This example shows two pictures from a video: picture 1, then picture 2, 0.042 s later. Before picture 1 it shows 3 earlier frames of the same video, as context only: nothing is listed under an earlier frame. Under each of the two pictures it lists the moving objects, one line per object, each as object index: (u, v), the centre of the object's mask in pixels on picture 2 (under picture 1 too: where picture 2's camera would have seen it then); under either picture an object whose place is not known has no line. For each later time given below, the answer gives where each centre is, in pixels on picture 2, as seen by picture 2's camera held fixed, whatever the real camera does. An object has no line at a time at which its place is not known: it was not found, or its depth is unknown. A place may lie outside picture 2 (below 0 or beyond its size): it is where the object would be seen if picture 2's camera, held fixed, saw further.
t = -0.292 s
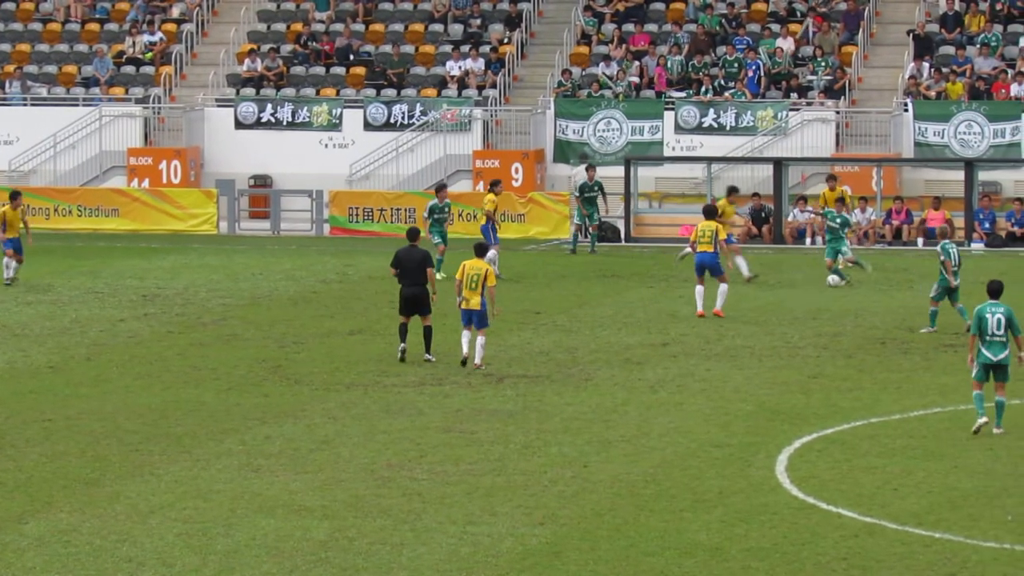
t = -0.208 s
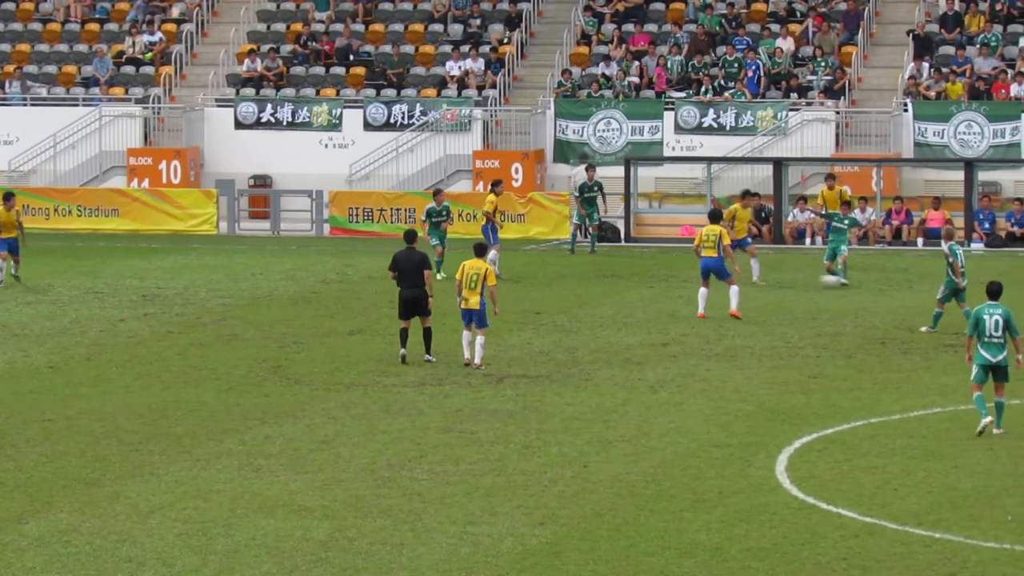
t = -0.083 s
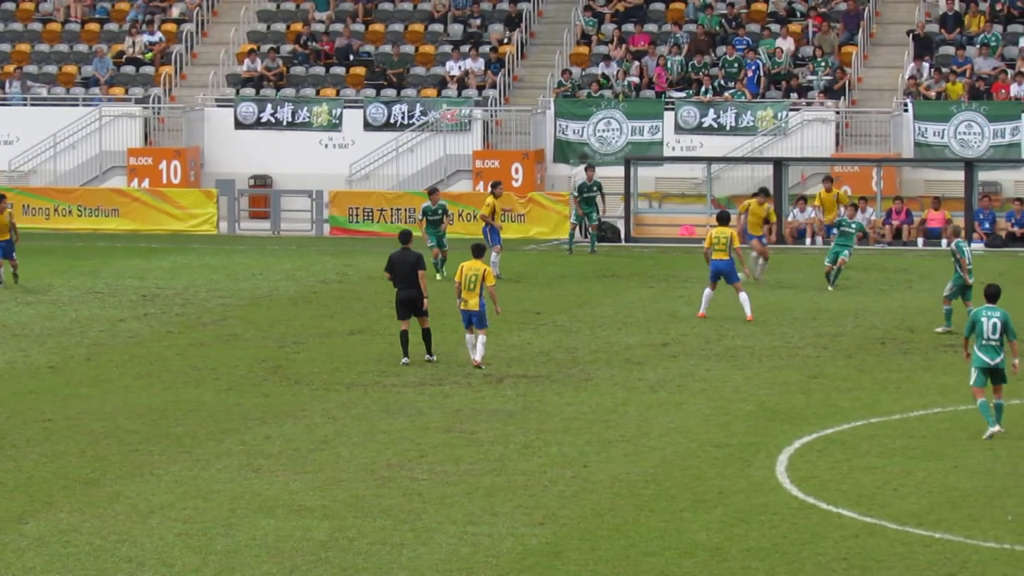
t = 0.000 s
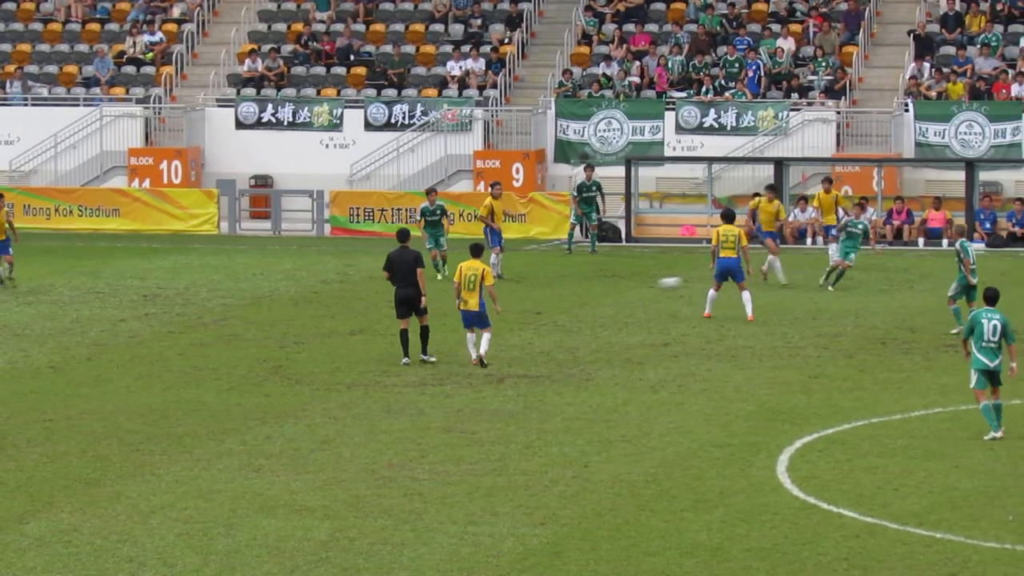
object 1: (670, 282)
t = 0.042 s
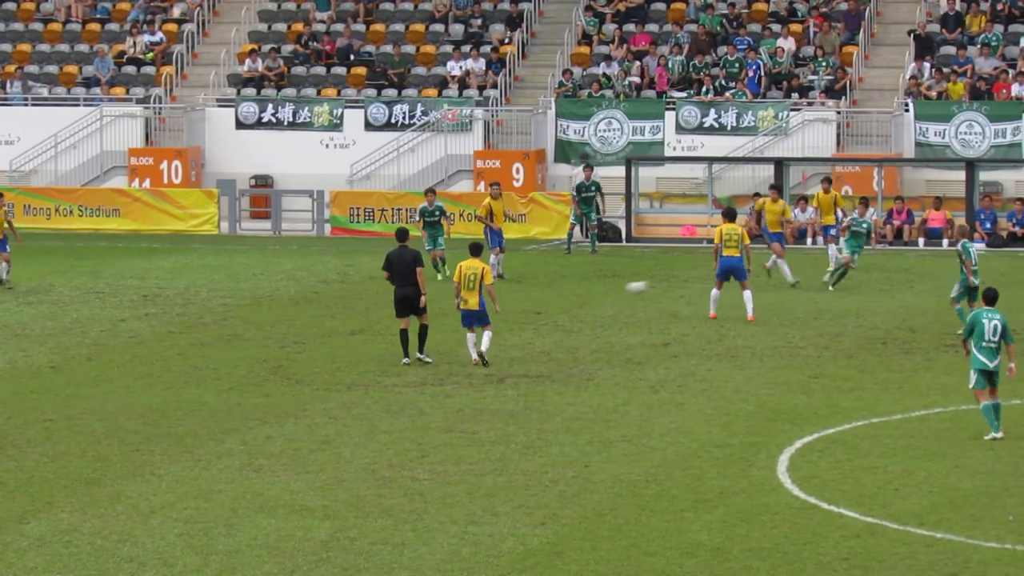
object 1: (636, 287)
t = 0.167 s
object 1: (544, 290)
